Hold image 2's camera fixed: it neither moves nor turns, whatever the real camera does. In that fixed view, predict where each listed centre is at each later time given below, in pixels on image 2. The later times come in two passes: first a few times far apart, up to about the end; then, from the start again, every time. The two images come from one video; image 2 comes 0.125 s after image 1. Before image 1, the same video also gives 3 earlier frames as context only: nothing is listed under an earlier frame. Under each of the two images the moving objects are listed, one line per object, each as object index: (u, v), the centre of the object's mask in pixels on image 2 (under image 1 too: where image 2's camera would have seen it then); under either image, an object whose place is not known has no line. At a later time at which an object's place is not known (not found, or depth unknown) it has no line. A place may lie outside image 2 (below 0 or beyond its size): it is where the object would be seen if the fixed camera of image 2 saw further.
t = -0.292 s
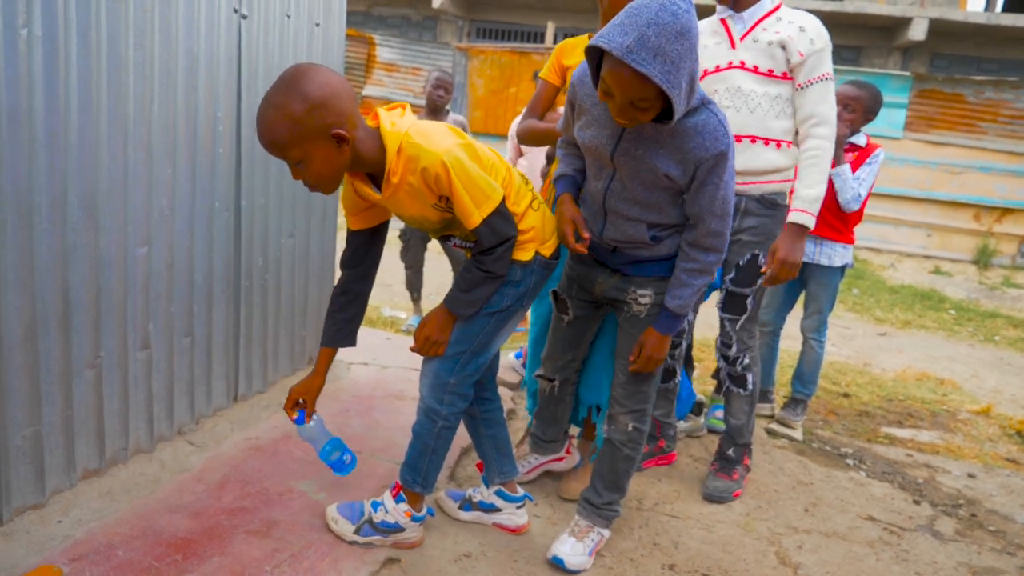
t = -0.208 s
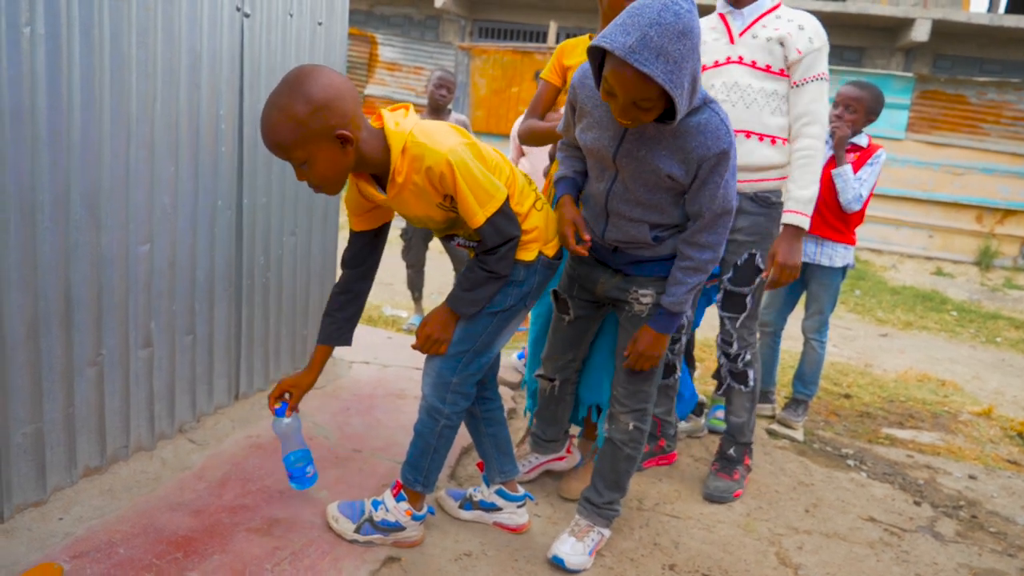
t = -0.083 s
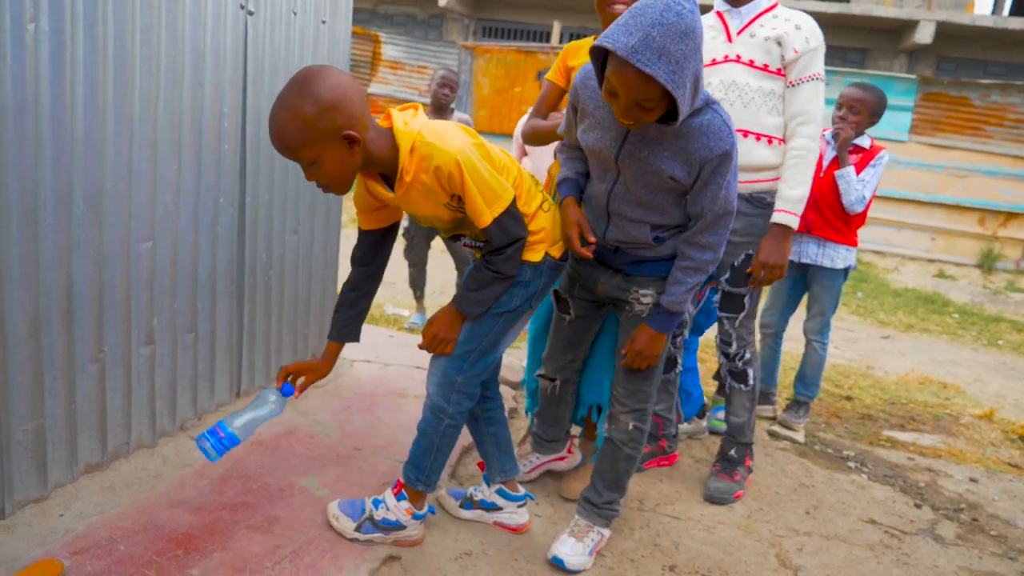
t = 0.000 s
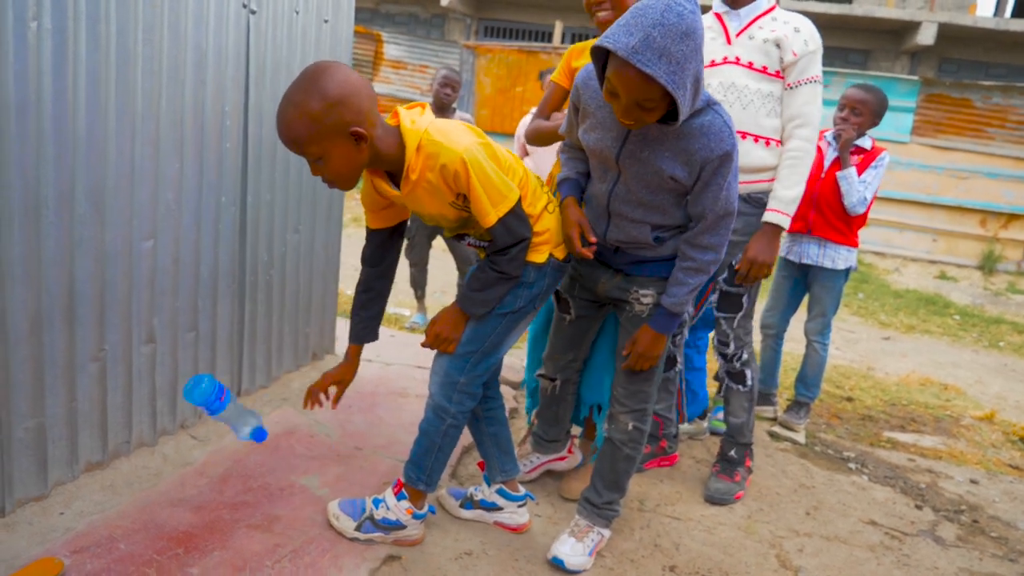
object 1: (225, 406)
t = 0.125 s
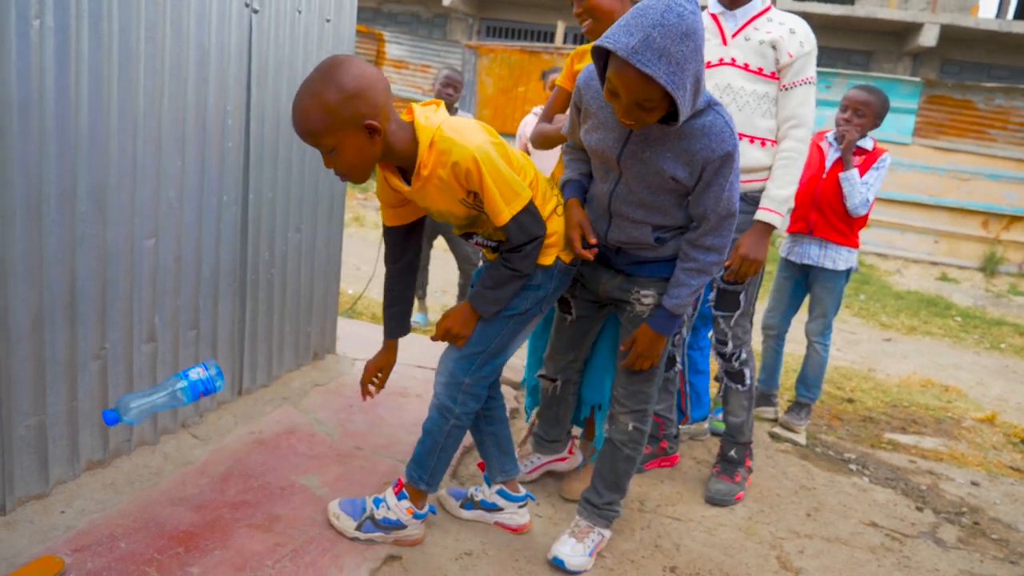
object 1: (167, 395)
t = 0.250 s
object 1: (177, 424)
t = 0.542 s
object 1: (219, 540)
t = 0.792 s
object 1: (225, 548)
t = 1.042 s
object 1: (223, 547)
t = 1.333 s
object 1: (218, 537)
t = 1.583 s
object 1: (214, 529)
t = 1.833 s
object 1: (210, 521)
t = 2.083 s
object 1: (208, 515)
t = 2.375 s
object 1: (206, 510)
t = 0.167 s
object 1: (163, 393)
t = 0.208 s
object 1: (169, 402)
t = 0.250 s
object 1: (177, 424)
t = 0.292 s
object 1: (184, 461)
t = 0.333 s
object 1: (186, 509)
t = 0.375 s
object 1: (201, 516)
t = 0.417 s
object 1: (206, 527)
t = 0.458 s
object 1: (212, 536)
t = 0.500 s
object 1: (217, 538)
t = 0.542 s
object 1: (219, 540)
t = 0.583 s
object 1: (219, 541)
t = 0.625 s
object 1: (220, 542)
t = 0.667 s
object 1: (220, 543)
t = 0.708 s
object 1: (221, 545)
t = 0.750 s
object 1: (223, 547)
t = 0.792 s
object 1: (225, 548)
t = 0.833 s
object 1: (225, 548)
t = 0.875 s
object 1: (225, 548)
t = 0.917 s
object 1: (224, 548)
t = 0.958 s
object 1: (224, 548)
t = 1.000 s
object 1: (224, 548)
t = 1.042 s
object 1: (223, 547)
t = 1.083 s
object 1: (222, 545)
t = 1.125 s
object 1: (221, 544)
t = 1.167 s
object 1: (220, 542)
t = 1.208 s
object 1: (220, 541)
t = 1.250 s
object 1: (219, 541)
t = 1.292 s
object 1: (219, 539)
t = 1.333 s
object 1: (218, 537)
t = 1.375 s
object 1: (217, 536)
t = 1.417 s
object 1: (217, 535)
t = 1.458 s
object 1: (216, 534)
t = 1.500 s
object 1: (216, 532)
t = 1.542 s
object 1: (215, 531)
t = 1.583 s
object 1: (214, 529)
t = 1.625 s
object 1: (214, 528)
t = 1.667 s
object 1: (213, 527)
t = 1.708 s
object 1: (213, 525)
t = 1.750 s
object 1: (212, 524)
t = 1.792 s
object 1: (211, 522)
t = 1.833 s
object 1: (210, 521)
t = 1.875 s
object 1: (211, 520)
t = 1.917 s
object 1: (210, 519)
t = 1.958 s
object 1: (209, 517)
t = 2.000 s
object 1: (208, 517)
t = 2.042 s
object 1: (208, 516)
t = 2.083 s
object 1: (208, 515)
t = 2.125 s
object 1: (207, 513)
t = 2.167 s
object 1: (207, 512)
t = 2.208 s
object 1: (207, 512)
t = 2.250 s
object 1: (207, 511)
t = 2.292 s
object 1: (206, 510)
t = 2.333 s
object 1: (206, 510)
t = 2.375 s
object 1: (206, 510)
